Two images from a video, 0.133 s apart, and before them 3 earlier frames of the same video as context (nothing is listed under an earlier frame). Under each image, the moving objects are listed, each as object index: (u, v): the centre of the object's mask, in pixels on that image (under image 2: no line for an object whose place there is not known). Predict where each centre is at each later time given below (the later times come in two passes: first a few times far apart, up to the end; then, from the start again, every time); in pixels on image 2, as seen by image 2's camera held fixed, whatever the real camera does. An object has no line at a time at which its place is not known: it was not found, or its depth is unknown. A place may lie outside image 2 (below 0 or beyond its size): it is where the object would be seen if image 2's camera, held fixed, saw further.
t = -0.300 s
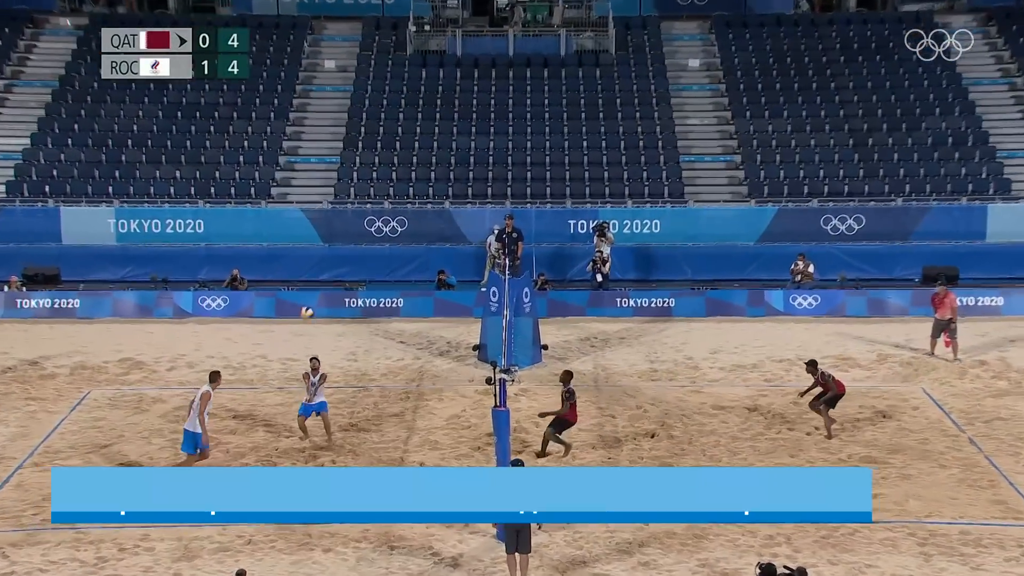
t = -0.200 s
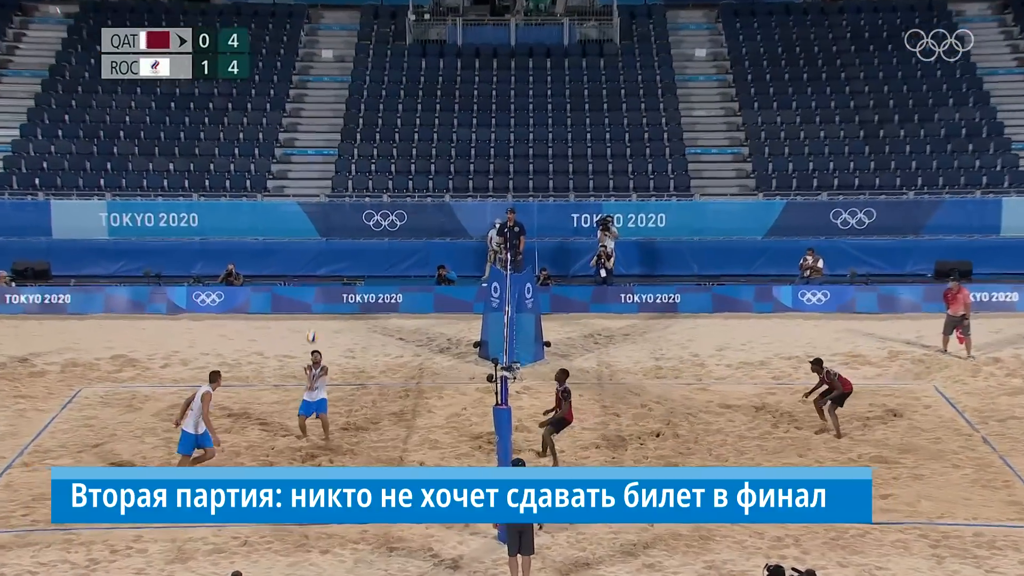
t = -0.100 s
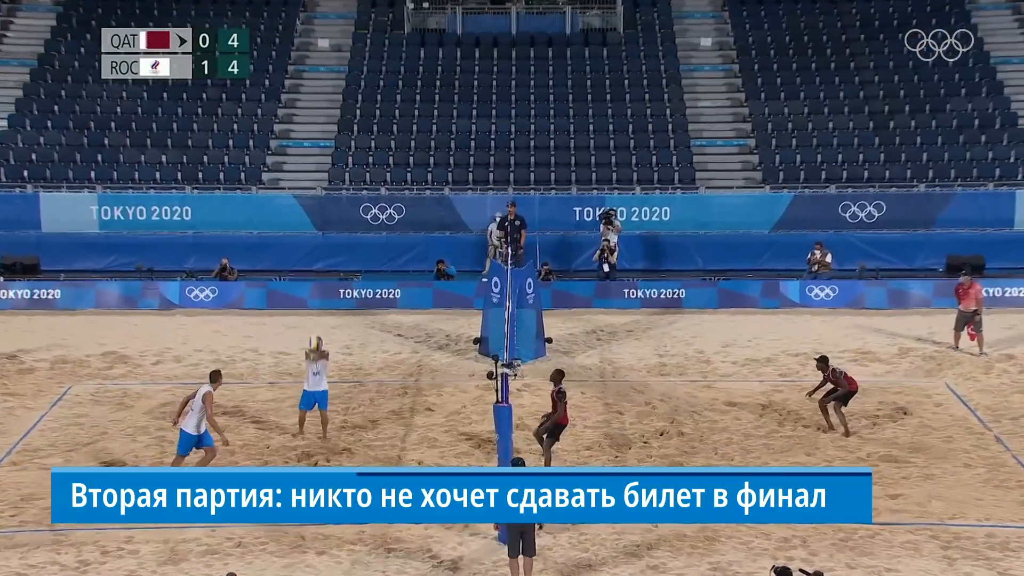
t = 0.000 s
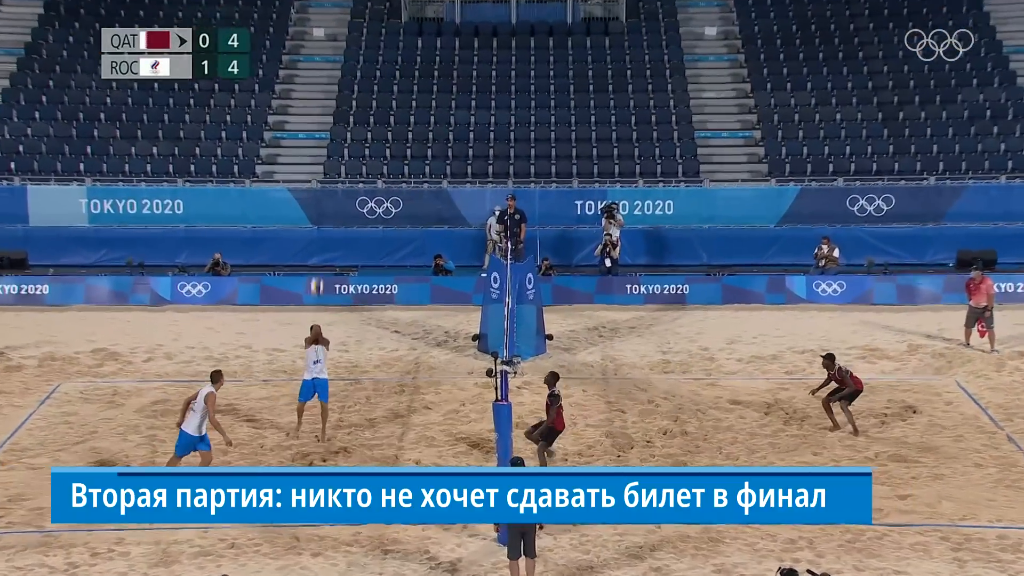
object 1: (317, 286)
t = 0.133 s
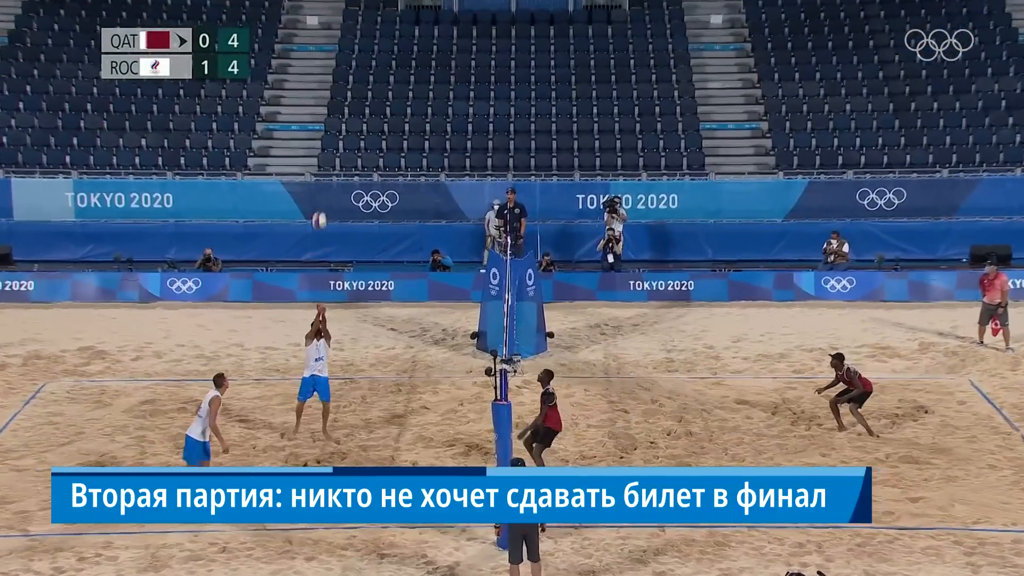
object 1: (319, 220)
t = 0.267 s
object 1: (327, 169)
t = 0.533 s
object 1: (343, 102)
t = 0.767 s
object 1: (357, 80)
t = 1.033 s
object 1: (374, 101)
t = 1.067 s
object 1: (377, 107)
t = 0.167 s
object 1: (321, 206)
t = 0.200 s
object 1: (323, 194)
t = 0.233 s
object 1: (325, 181)
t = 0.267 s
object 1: (327, 169)
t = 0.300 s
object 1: (328, 158)
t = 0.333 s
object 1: (330, 148)
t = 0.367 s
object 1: (332, 139)
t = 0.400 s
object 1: (334, 130)
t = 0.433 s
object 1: (336, 122)
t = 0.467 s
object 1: (339, 114)
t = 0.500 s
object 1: (341, 108)
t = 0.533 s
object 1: (343, 102)
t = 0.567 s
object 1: (345, 96)
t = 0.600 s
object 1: (347, 92)
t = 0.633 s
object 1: (349, 89)
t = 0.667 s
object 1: (351, 85)
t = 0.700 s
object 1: (353, 82)
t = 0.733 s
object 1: (355, 81)
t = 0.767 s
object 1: (357, 80)
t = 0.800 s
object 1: (359, 79)
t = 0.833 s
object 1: (362, 80)
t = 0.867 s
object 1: (364, 82)
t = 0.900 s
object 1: (366, 85)
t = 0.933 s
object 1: (368, 88)
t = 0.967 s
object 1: (370, 91)
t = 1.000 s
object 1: (373, 96)
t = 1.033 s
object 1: (374, 101)
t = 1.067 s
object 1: (377, 107)
